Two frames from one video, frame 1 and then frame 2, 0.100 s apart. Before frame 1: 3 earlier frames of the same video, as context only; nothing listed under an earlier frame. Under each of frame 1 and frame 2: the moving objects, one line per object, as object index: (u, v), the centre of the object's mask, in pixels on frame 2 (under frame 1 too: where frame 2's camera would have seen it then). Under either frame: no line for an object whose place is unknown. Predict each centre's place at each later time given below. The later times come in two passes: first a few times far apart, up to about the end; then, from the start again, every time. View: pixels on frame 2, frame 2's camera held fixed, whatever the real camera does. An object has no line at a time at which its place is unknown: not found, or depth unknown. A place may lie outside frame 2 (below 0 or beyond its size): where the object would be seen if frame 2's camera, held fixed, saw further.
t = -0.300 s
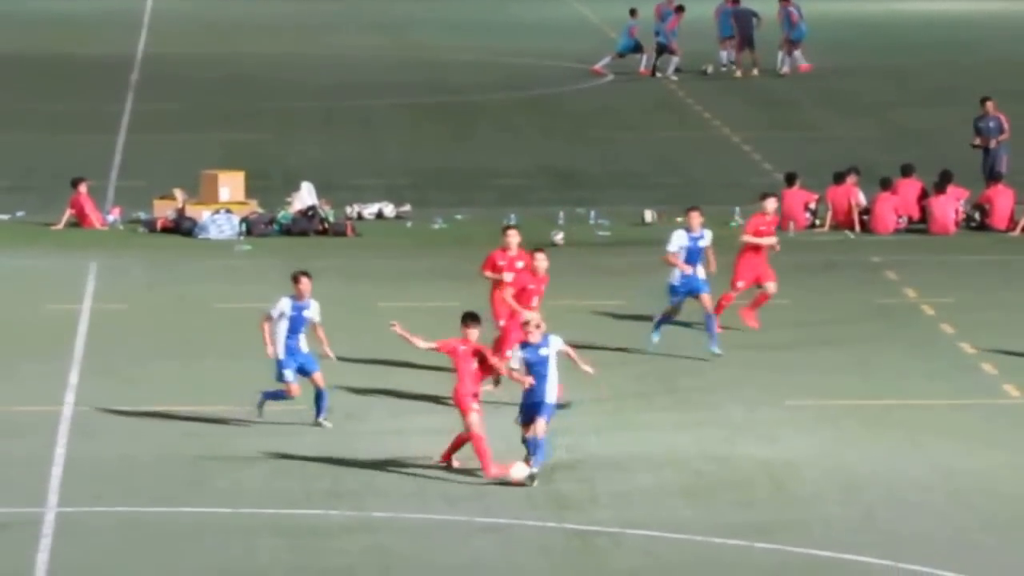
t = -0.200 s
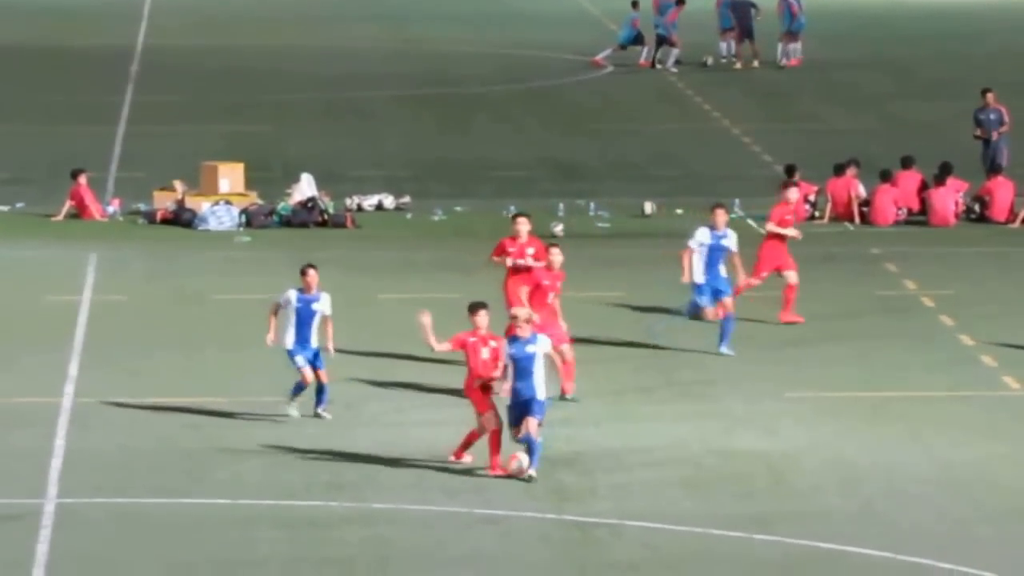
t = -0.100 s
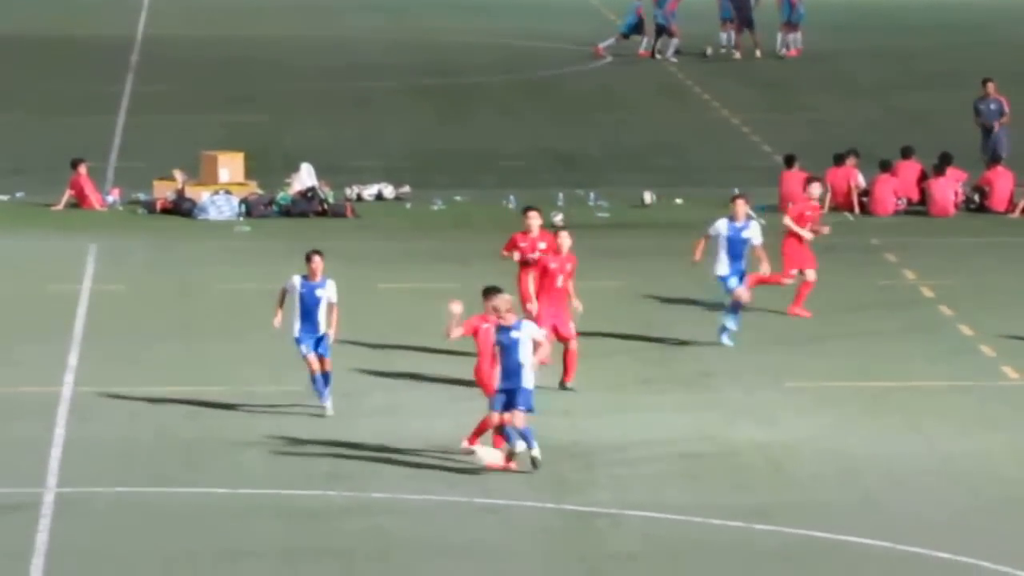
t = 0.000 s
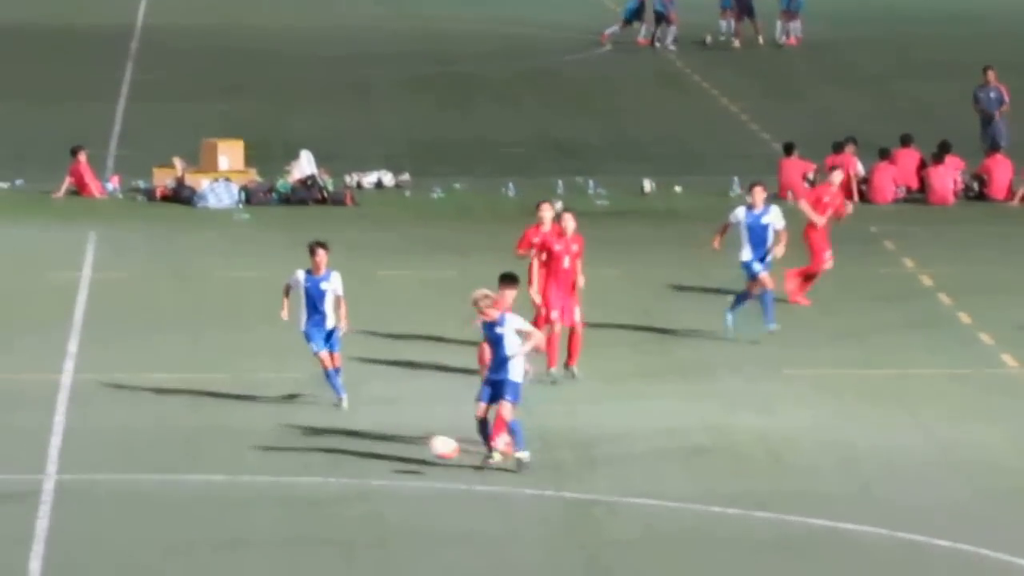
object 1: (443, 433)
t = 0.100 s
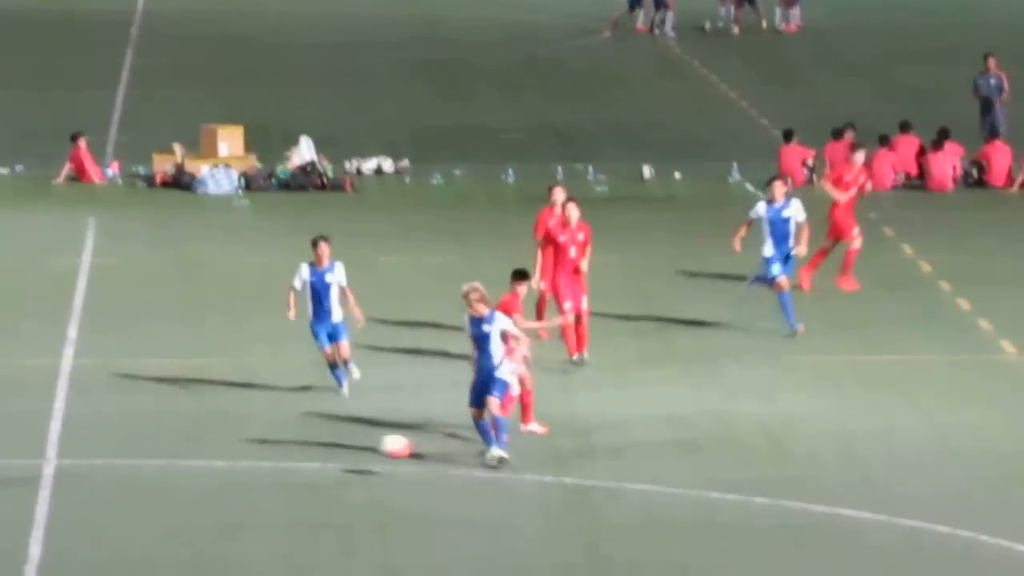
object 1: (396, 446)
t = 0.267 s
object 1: (318, 480)
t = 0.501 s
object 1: (221, 507)
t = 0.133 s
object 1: (380, 453)
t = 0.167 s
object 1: (364, 462)
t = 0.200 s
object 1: (348, 472)
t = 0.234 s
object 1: (332, 481)
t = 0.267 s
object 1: (318, 480)
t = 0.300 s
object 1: (304, 480)
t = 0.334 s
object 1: (291, 481)
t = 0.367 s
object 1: (277, 483)
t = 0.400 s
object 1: (264, 487)
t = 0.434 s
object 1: (250, 492)
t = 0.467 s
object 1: (236, 498)
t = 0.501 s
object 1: (221, 507)
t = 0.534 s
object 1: (209, 516)
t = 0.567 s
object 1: (195, 516)
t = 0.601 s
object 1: (182, 518)
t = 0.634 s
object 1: (168, 520)
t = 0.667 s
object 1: (155, 523)
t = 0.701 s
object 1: (141, 528)
